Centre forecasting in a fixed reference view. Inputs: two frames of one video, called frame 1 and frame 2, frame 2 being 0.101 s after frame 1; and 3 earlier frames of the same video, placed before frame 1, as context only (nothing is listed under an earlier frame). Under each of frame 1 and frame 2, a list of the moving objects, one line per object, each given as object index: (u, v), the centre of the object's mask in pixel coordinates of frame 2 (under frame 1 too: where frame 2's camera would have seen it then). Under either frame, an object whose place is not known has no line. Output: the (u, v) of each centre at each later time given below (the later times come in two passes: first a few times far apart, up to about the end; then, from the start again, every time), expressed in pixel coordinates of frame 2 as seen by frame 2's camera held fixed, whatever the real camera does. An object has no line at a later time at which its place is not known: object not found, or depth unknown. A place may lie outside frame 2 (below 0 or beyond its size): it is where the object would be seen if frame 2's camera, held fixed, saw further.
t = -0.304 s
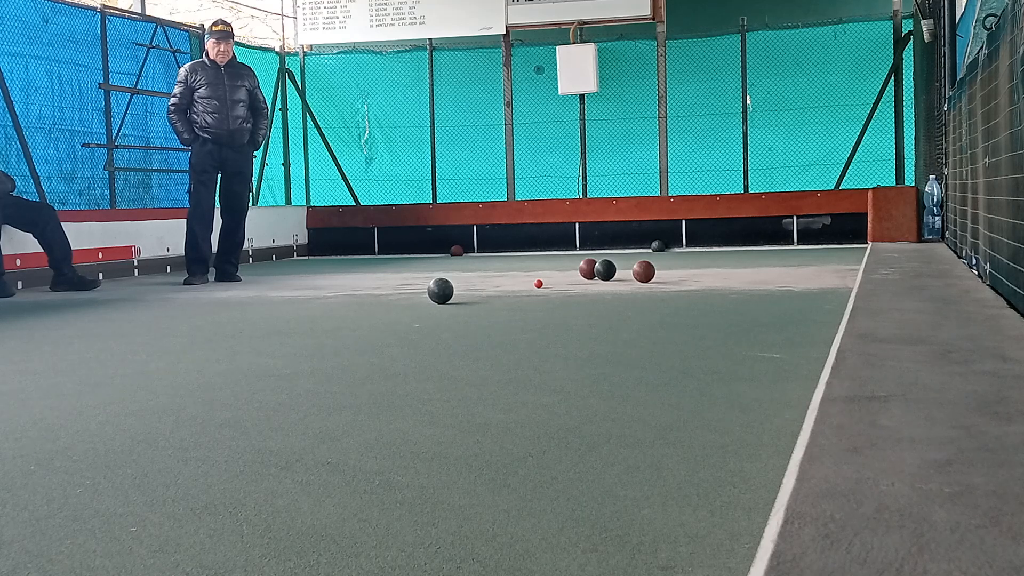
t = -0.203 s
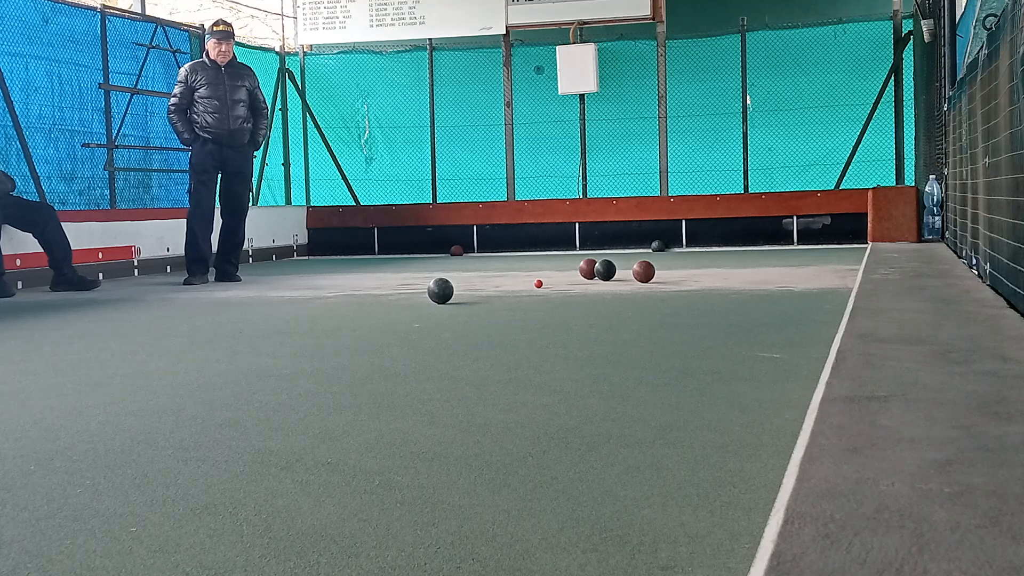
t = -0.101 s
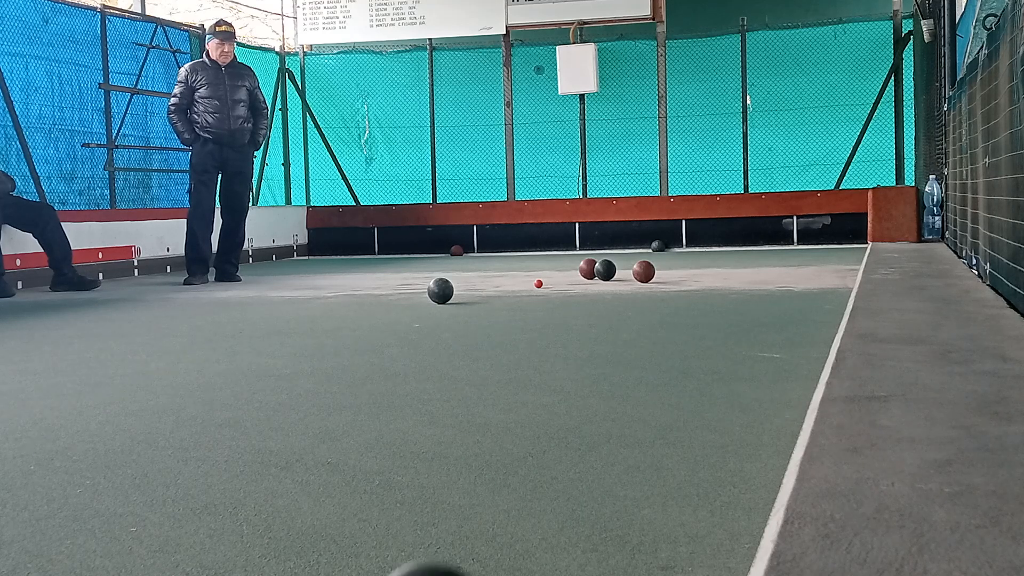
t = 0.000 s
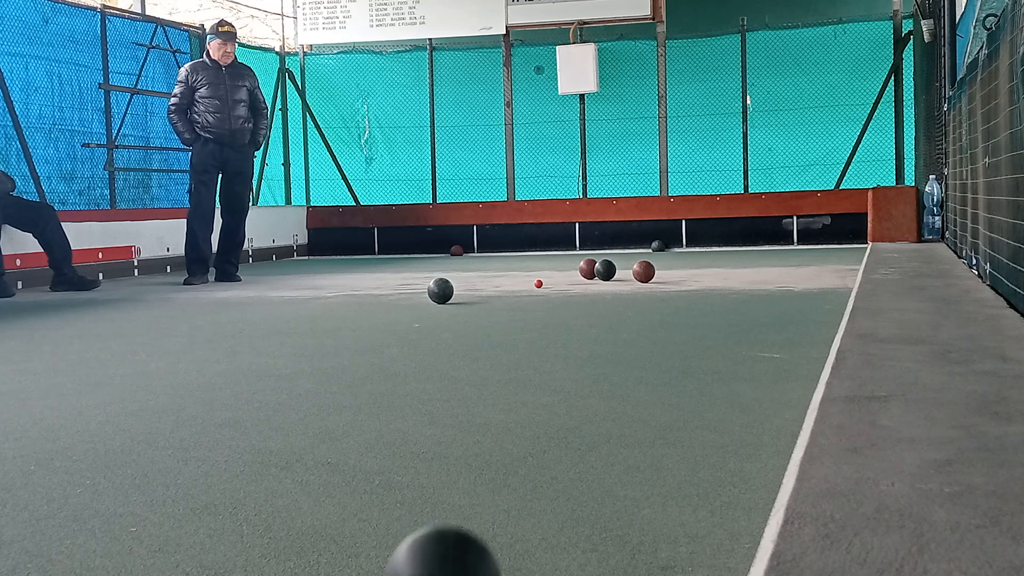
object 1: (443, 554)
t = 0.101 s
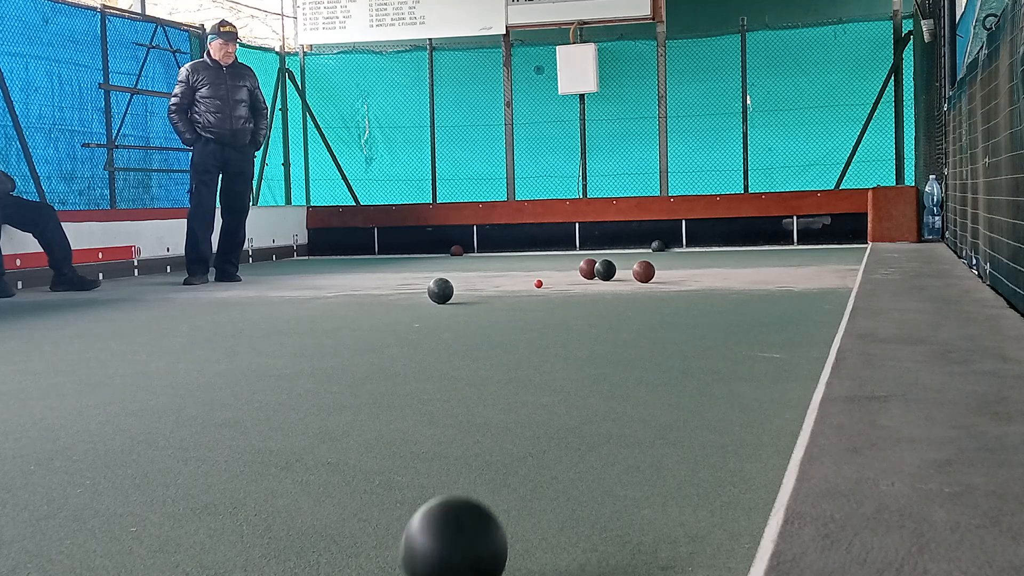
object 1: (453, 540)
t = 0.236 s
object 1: (466, 512)
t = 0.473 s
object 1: (481, 463)
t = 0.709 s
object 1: (491, 428)
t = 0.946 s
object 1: (500, 402)
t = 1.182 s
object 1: (505, 382)
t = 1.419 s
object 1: (509, 366)
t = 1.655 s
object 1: (512, 352)
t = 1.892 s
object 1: (514, 341)
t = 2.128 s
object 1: (516, 332)
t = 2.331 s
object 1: (517, 325)
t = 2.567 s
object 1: (518, 318)
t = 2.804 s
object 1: (518, 311)
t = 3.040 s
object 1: (518, 306)
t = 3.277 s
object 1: (519, 301)
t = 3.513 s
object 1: (519, 297)
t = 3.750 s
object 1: (518, 293)
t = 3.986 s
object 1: (518, 290)
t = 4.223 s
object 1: (518, 287)
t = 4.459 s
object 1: (518, 284)
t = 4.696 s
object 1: (519, 281)
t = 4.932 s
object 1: (519, 279)
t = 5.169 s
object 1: (520, 277)
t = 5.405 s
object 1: (520, 275)
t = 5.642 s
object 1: (521, 274)
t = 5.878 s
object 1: (523, 272)
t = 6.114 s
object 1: (524, 271)
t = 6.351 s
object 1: (525, 270)
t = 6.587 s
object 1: (526, 269)
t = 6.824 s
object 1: (527, 268)
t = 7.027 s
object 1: (528, 268)
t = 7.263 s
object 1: (529, 267)
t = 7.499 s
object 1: (530, 266)
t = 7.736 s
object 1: (530, 266)
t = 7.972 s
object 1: (530, 265)
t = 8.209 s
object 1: (530, 265)
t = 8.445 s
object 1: (530, 265)
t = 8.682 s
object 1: (530, 264)
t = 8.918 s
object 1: (530, 264)
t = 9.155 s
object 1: (531, 264)
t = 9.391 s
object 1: (530, 264)
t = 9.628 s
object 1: (530, 264)
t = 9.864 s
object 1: (530, 264)
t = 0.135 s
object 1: (457, 535)
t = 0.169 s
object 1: (460, 528)
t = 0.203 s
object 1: (463, 520)
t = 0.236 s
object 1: (466, 512)
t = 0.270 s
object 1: (469, 504)
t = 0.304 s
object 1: (471, 496)
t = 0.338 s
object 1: (473, 489)
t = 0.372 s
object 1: (475, 482)
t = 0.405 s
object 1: (477, 475)
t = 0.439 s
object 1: (479, 469)
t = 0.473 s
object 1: (481, 463)
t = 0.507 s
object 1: (483, 458)
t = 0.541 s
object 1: (484, 452)
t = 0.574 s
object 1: (486, 447)
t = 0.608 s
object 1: (487, 442)
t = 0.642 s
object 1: (488, 437)
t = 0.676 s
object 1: (490, 432)
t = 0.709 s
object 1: (491, 428)
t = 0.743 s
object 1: (493, 424)
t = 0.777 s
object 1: (494, 420)
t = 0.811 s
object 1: (495, 416)
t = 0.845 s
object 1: (497, 412)
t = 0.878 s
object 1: (498, 409)
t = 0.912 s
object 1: (499, 405)
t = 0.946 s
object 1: (500, 402)
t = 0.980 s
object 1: (501, 399)
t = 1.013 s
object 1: (501, 396)
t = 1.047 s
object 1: (502, 393)
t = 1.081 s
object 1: (503, 390)
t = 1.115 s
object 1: (504, 387)
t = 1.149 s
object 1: (504, 385)
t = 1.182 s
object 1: (505, 382)
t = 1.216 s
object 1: (506, 379)
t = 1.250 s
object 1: (506, 377)
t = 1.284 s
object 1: (507, 375)
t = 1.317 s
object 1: (507, 372)
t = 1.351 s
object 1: (508, 370)
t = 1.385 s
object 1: (509, 368)
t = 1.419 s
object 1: (509, 366)
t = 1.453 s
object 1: (509, 364)
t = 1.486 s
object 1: (510, 362)
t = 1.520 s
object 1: (510, 360)
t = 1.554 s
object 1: (510, 358)
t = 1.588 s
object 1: (511, 356)
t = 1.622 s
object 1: (511, 354)
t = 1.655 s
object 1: (512, 352)
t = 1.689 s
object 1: (512, 351)
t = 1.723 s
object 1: (512, 349)
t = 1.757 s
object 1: (513, 347)
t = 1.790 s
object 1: (513, 346)
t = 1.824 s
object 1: (513, 344)
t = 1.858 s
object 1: (514, 343)
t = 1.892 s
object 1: (514, 341)
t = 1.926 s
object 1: (514, 340)
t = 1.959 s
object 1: (515, 338)
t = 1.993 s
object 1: (515, 337)
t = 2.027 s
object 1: (515, 336)
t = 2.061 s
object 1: (515, 335)
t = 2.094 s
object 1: (516, 333)
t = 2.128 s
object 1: (516, 332)
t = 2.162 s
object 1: (516, 331)
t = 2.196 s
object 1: (516, 330)
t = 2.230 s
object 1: (517, 328)
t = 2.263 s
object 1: (517, 327)
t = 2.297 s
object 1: (517, 326)
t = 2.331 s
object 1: (517, 325)
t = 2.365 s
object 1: (517, 324)
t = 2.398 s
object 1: (517, 323)
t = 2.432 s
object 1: (517, 322)
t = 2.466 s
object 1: (517, 321)
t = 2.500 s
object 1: (518, 320)
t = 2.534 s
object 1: (518, 319)
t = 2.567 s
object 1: (518, 318)
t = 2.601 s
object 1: (518, 317)
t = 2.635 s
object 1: (518, 316)
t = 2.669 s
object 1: (518, 315)
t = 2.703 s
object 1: (518, 314)
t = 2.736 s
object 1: (518, 313)
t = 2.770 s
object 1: (518, 312)
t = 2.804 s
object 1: (518, 311)
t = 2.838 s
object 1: (518, 311)
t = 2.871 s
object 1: (518, 310)
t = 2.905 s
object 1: (518, 309)
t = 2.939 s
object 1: (518, 308)
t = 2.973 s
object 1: (518, 308)
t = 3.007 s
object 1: (518, 307)
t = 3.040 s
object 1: (518, 306)
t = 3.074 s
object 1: (518, 305)
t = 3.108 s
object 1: (518, 304)
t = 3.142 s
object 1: (519, 304)
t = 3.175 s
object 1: (519, 303)
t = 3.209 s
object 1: (519, 302)
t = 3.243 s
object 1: (519, 302)
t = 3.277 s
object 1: (519, 301)
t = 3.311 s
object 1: (519, 301)
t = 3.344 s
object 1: (519, 300)
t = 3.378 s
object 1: (519, 299)
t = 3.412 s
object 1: (519, 298)
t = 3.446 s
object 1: (519, 298)
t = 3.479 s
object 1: (519, 297)
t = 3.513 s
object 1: (519, 297)
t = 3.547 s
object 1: (519, 296)
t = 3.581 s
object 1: (519, 296)
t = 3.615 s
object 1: (519, 295)
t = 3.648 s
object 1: (518, 295)
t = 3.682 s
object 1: (518, 294)
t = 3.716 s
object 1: (518, 294)
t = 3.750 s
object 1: (518, 293)
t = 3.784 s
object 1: (518, 293)
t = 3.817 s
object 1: (518, 292)
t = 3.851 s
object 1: (518, 292)
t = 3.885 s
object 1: (518, 291)
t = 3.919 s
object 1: (518, 291)
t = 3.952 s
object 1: (518, 290)
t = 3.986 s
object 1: (518, 290)
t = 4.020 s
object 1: (518, 289)
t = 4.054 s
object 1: (518, 289)
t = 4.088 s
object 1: (518, 289)
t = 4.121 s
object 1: (518, 288)
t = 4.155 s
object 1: (518, 288)
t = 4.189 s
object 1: (518, 287)
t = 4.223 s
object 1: (518, 287)
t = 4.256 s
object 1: (518, 286)
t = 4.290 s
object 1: (518, 286)
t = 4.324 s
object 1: (518, 285)
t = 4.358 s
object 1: (518, 285)
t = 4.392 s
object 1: (518, 285)
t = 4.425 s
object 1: (518, 284)
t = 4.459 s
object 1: (518, 284)
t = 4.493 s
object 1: (518, 284)
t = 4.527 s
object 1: (518, 283)
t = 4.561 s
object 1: (518, 283)
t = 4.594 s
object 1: (518, 282)
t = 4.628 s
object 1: (518, 282)
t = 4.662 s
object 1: (519, 282)
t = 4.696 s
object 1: (519, 281)
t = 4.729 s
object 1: (519, 281)
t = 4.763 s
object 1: (519, 281)
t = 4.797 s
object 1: (519, 280)
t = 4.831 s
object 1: (519, 280)
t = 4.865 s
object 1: (519, 280)
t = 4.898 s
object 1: (519, 279)
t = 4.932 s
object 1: (519, 279)
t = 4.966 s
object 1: (520, 279)
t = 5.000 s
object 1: (520, 279)
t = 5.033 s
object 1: (520, 278)
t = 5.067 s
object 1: (520, 278)
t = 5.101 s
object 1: (520, 278)
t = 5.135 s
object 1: (520, 277)
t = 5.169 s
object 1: (520, 277)
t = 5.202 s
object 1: (520, 277)
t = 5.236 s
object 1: (520, 277)
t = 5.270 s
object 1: (520, 276)
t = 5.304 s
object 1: (520, 276)
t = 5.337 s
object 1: (520, 276)
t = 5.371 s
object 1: (520, 275)
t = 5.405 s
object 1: (520, 275)
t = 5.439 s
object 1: (521, 275)
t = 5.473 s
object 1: (521, 275)
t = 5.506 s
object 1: (521, 275)
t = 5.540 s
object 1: (521, 274)
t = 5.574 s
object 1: (521, 274)
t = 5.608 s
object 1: (521, 274)
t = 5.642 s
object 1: (521, 274)
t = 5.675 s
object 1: (521, 274)
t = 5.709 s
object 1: (522, 273)
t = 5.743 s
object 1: (522, 273)
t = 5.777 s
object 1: (522, 273)
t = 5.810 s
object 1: (522, 273)
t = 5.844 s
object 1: (523, 273)
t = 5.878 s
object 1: (523, 272)
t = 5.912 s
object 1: (523, 272)
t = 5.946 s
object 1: (523, 272)
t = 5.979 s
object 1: (523, 272)
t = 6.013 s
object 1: (523, 272)
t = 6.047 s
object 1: (524, 272)
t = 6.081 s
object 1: (524, 272)
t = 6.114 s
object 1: (524, 271)
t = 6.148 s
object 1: (524, 271)
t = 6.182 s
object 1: (524, 271)
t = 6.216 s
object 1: (524, 271)
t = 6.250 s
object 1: (525, 271)
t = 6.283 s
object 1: (525, 271)
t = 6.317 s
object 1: (525, 270)
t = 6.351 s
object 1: (525, 270)
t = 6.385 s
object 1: (525, 270)
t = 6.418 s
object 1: (525, 270)
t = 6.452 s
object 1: (525, 270)
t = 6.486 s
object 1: (526, 270)
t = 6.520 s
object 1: (526, 269)
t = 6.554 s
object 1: (526, 269)
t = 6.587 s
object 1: (526, 269)
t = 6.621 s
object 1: (526, 269)
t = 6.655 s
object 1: (526, 269)
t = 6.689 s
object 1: (526, 269)
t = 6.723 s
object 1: (526, 269)
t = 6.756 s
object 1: (526, 269)
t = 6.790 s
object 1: (526, 268)
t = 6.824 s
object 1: (527, 268)
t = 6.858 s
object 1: (527, 268)
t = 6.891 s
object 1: (527, 268)
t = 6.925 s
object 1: (527, 268)
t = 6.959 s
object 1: (527, 268)
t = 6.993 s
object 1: (527, 268)
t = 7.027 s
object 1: (528, 268)
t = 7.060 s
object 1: (528, 267)
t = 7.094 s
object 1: (528, 267)
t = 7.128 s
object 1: (528, 267)
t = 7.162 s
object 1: (528, 267)
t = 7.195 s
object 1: (528, 267)
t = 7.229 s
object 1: (529, 267)
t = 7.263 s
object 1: (529, 267)
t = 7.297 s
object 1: (529, 267)
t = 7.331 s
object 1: (529, 267)
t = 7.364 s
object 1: (529, 267)
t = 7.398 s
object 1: (529, 266)
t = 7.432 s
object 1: (529, 266)
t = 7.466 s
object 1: (530, 266)
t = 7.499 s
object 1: (530, 266)
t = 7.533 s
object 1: (530, 266)
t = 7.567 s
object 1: (530, 266)
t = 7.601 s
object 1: (530, 266)
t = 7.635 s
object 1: (530, 266)
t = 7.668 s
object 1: (530, 266)
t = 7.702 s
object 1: (530, 266)
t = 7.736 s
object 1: (530, 266)
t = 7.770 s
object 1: (530, 265)
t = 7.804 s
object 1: (530, 265)
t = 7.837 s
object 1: (530, 265)
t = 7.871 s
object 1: (530, 265)
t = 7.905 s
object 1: (530, 265)
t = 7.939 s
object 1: (530, 265)
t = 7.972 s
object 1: (530, 265)
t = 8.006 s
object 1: (530, 265)
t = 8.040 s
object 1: (530, 265)
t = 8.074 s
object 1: (530, 265)
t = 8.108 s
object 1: (530, 265)
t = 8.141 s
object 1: (530, 265)
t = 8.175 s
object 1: (530, 265)
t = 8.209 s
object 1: (530, 265)
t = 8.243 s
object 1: (530, 265)
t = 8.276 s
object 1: (530, 265)
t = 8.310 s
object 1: (530, 265)
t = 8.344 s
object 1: (530, 265)
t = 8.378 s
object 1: (530, 265)
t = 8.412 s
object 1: (530, 265)
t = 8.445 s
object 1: (530, 265)
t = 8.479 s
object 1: (530, 265)
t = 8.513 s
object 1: (530, 265)
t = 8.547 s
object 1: (530, 264)
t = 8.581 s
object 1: (530, 264)
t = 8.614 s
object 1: (530, 264)
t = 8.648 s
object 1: (530, 264)
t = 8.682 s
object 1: (530, 264)
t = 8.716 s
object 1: (530, 264)
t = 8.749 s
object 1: (530, 264)
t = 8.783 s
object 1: (530, 264)
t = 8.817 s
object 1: (530, 264)
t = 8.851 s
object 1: (530, 264)
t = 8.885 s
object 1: (530, 264)
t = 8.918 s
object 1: (530, 264)
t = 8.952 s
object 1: (530, 264)
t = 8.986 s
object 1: (530, 264)
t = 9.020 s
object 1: (530, 264)
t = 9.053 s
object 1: (531, 264)
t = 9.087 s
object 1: (531, 264)
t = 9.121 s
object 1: (531, 264)
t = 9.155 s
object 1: (531, 264)
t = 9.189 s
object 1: (531, 264)
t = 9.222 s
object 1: (531, 264)
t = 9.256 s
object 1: (530, 264)
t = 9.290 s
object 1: (530, 264)
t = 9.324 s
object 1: (530, 264)
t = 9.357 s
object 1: (530, 264)
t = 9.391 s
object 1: (530, 264)
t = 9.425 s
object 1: (530, 264)
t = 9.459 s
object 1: (530, 264)
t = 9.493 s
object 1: (530, 264)
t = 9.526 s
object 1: (530, 264)
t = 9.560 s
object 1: (530, 264)
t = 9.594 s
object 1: (530, 264)
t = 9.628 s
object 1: (530, 264)
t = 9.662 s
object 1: (530, 264)
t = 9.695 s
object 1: (530, 264)
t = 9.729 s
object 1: (530, 264)
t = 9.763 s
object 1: (530, 264)
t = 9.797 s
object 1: (530, 264)
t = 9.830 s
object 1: (530, 264)
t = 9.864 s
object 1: (530, 264)
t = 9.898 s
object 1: (530, 264)
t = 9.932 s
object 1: (530, 264)
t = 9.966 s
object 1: (530, 264)
